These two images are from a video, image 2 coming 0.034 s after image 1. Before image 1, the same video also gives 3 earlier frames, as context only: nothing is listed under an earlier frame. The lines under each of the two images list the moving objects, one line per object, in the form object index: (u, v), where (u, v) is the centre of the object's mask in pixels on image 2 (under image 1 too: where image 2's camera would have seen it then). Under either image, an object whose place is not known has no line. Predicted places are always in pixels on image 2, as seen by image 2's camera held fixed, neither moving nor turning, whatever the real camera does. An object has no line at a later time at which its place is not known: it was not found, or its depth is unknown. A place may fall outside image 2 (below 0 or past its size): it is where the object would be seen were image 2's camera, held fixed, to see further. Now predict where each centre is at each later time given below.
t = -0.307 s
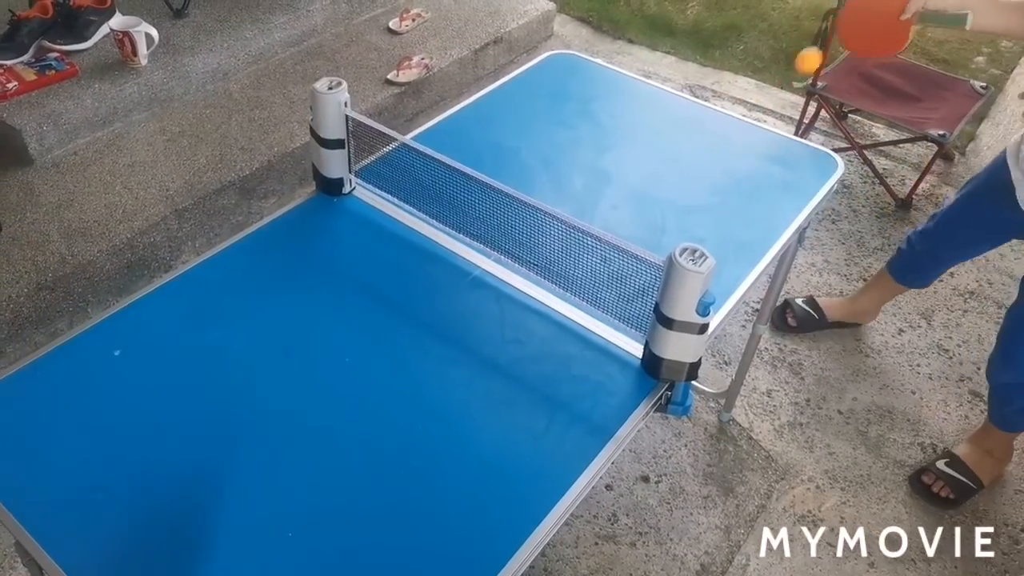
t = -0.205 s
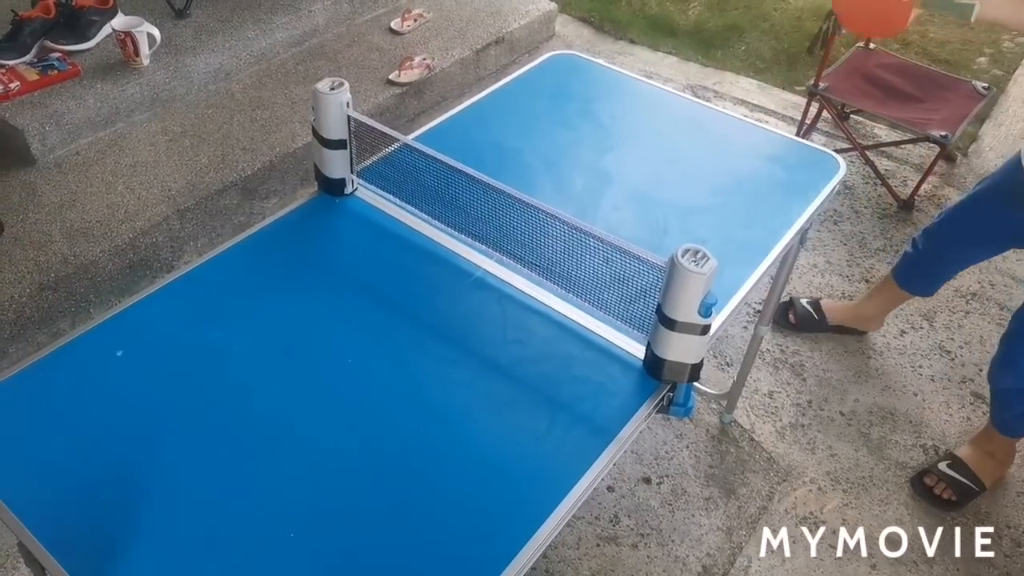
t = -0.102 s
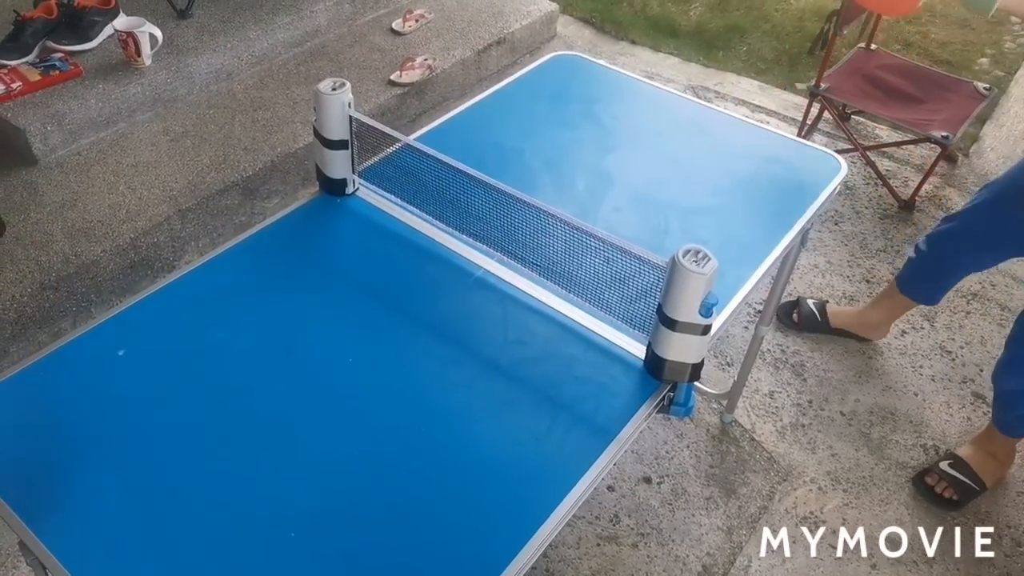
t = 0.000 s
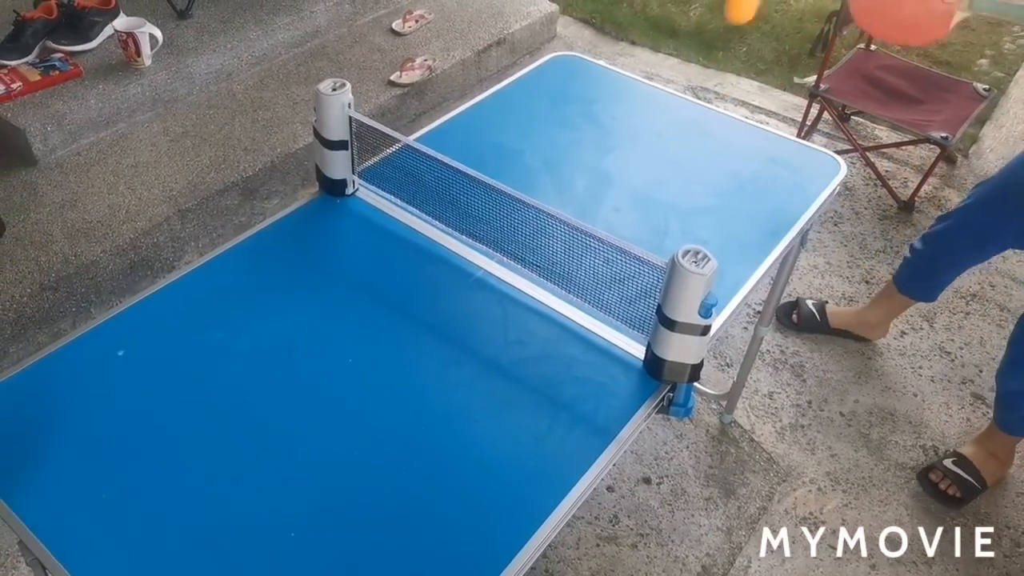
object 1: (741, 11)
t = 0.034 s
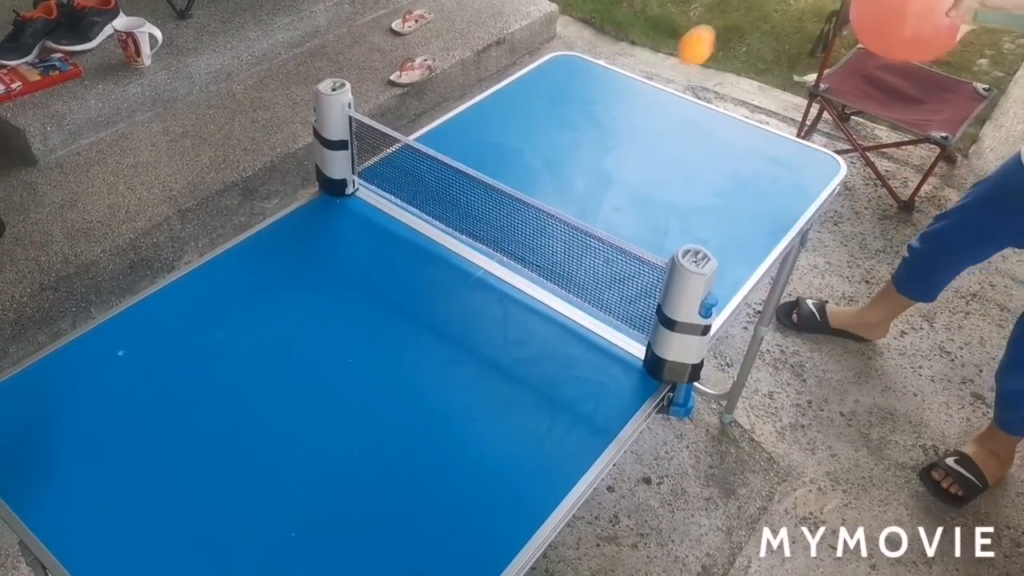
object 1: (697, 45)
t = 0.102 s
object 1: (592, 168)
